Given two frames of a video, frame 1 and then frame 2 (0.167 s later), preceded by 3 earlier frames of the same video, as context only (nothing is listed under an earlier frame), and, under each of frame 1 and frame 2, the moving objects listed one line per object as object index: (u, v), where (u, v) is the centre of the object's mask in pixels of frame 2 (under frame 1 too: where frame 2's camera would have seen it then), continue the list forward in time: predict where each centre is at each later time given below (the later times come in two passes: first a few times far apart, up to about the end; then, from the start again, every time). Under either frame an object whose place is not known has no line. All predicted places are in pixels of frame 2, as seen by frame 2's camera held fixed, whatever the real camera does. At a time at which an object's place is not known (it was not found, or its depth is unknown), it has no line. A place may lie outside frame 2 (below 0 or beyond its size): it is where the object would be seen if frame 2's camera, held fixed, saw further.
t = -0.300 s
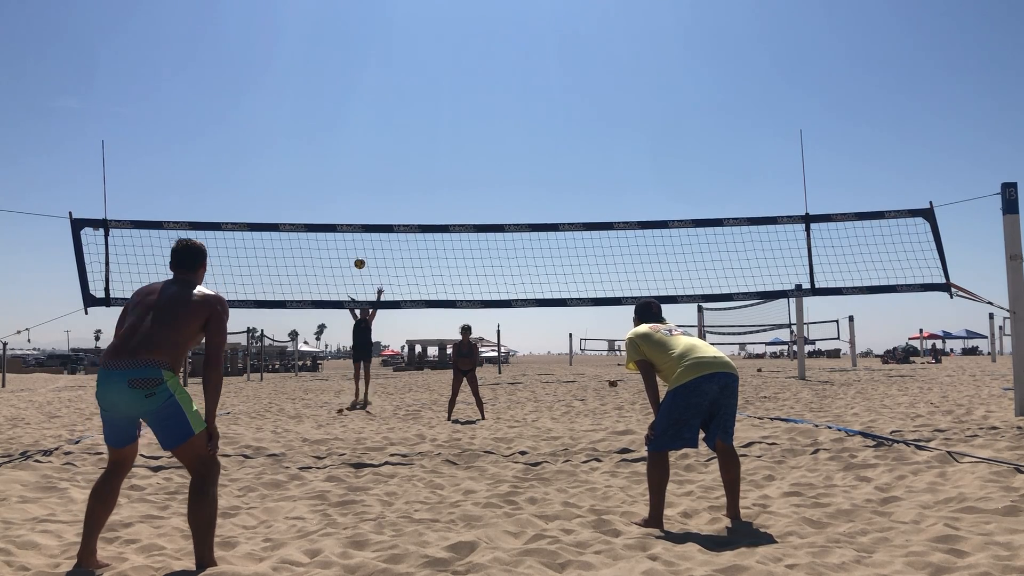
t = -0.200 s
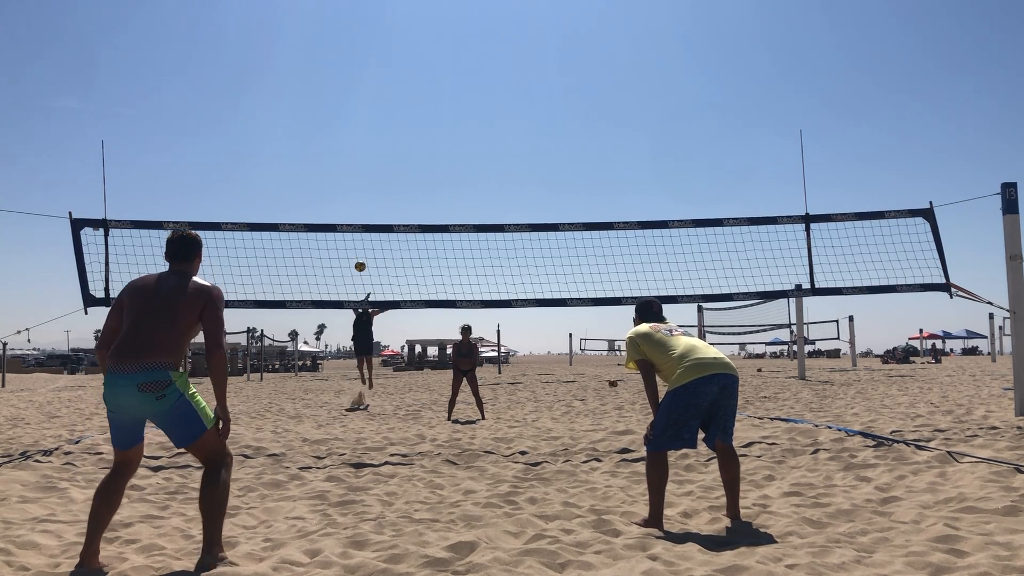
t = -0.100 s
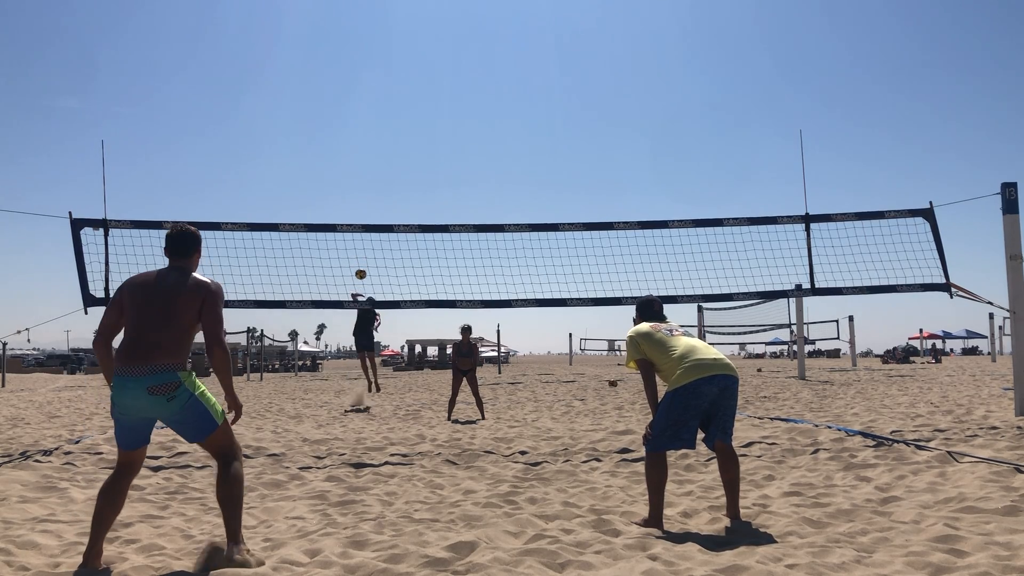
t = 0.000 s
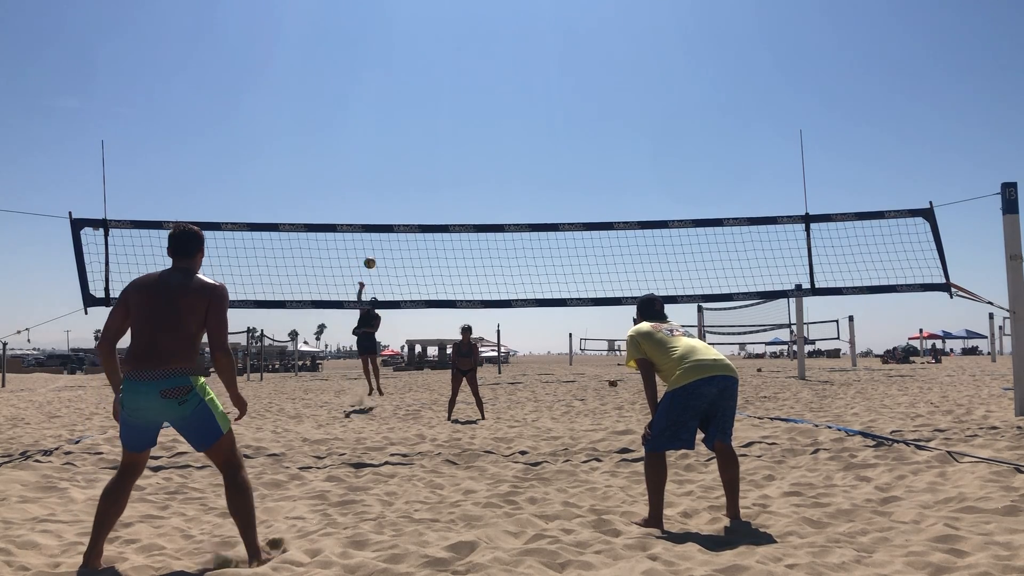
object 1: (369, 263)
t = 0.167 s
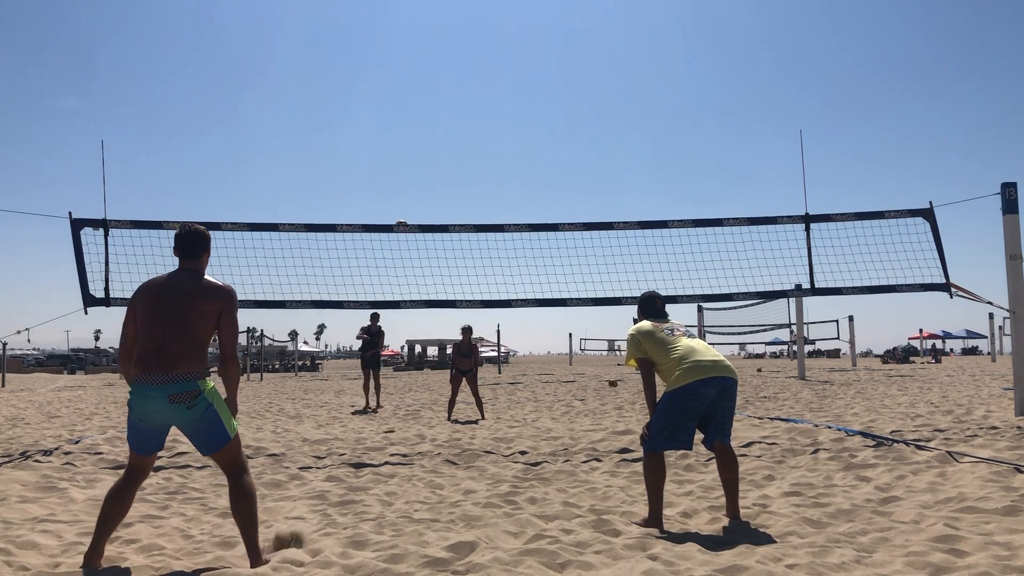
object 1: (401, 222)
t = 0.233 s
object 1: (418, 215)
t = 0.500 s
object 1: (516, 199)
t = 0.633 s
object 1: (592, 219)
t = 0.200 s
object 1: (409, 219)
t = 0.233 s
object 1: (418, 215)
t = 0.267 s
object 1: (427, 210)
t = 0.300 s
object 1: (437, 206)
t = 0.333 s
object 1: (448, 203)
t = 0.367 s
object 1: (460, 200)
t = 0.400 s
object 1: (472, 198)
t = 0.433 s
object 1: (486, 197)
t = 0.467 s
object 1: (500, 198)
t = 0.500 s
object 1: (516, 199)
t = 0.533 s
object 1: (533, 202)
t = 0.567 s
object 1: (551, 206)
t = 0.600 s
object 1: (571, 211)
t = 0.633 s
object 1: (592, 219)
